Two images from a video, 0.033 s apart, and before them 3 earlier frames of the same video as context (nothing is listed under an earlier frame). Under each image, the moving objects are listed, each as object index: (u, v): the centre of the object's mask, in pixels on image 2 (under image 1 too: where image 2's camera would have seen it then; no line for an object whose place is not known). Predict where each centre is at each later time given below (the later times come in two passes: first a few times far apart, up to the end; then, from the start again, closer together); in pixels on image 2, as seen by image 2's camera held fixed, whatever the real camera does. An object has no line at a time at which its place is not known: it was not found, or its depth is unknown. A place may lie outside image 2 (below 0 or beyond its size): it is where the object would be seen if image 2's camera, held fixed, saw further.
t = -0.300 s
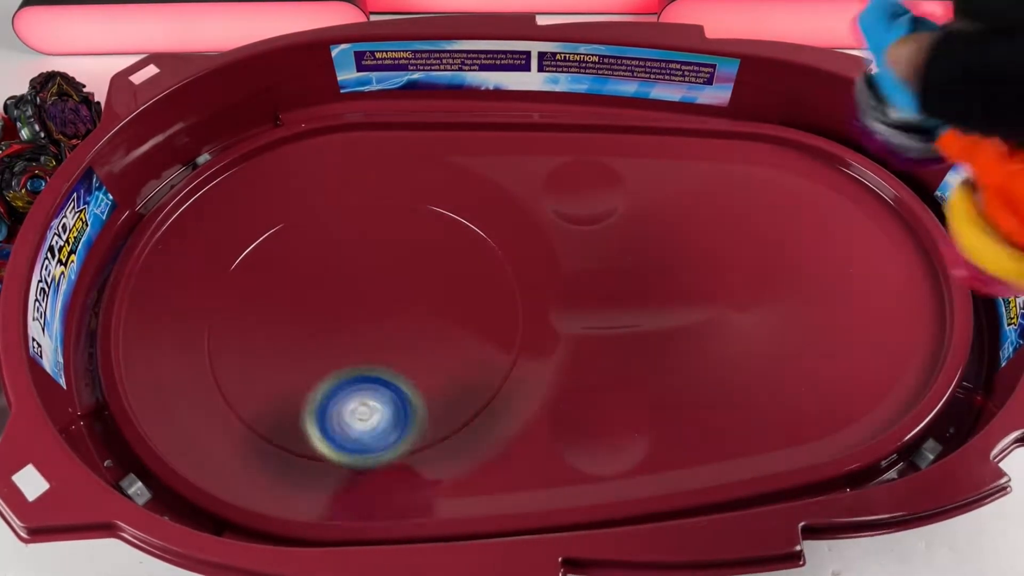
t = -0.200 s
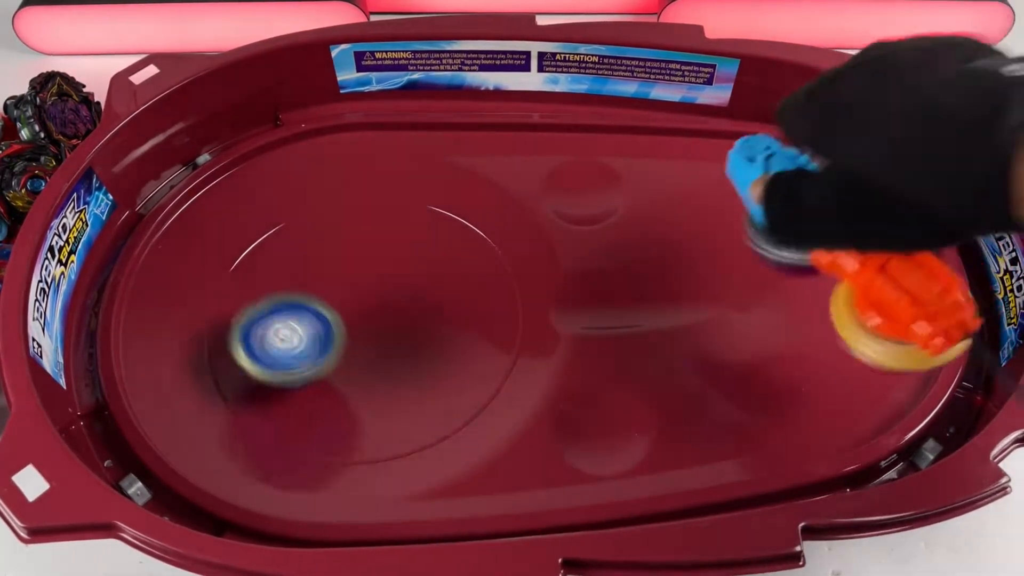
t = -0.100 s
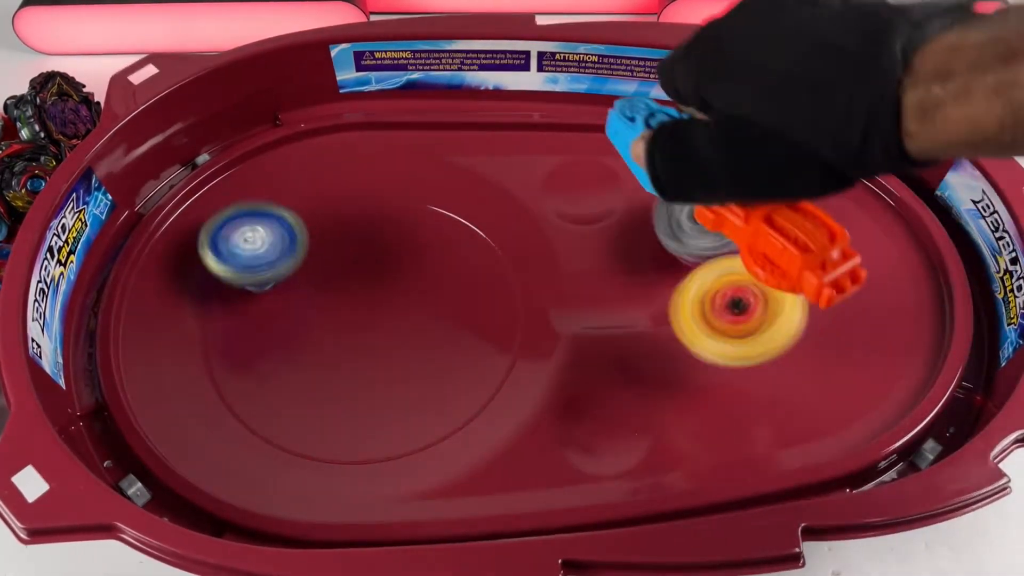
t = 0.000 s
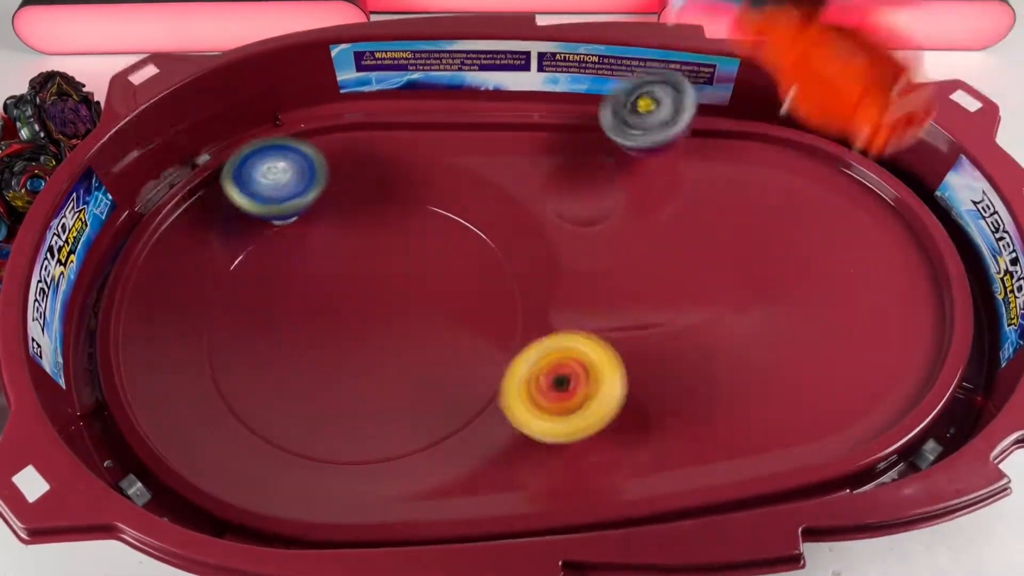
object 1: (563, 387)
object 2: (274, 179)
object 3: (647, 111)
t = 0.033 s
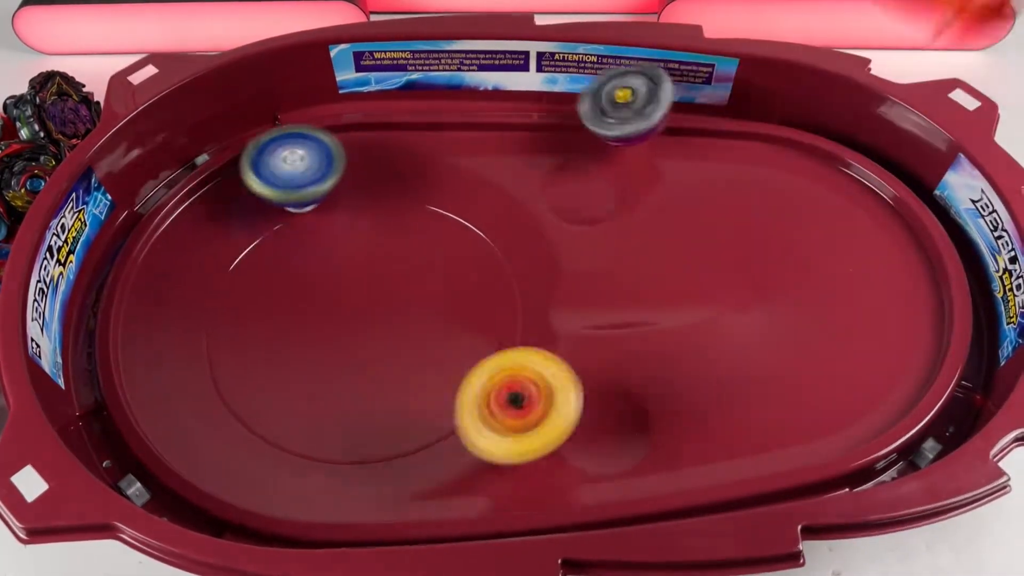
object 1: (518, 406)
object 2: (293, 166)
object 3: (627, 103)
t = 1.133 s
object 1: (902, 232)
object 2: (316, 322)
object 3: (671, 442)
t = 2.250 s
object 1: (301, 320)
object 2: (344, 233)
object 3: (409, 303)
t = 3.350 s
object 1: (326, 403)
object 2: (325, 287)
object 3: (460, 245)
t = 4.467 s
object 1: (422, 239)
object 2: (367, 339)
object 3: (232, 394)
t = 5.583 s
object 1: (863, 303)
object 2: (385, 308)
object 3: (406, 215)
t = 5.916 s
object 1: (782, 413)
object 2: (356, 371)
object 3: (295, 299)
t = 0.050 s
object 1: (494, 420)
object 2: (303, 163)
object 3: (615, 103)
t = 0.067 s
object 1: (470, 435)
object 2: (313, 163)
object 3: (602, 105)
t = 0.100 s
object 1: (421, 468)
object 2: (336, 163)
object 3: (576, 117)
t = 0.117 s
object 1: (397, 462)
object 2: (349, 166)
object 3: (562, 125)
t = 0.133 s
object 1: (374, 456)
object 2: (362, 170)
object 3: (548, 135)
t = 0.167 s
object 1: (332, 441)
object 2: (388, 182)
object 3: (521, 153)
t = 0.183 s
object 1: (311, 428)
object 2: (402, 190)
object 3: (508, 161)
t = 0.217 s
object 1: (275, 401)
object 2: (396, 224)
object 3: (517, 165)
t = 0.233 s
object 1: (259, 383)
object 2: (385, 247)
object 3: (531, 164)
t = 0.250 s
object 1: (244, 366)
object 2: (372, 271)
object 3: (545, 165)
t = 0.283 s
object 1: (222, 328)
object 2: (346, 318)
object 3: (575, 166)
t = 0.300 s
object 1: (214, 309)
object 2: (331, 340)
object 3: (588, 165)
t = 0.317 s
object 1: (207, 290)
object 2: (317, 360)
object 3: (601, 164)
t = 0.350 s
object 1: (205, 254)
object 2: (288, 398)
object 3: (620, 163)
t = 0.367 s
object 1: (205, 238)
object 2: (273, 416)
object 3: (627, 164)
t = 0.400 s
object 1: (213, 209)
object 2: (245, 445)
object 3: (642, 168)
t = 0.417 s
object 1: (218, 197)
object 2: (232, 459)
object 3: (649, 170)
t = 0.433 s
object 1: (225, 185)
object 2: (229, 458)
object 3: (655, 173)
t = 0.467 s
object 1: (242, 169)
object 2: (234, 444)
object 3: (665, 182)
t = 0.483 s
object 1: (253, 165)
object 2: (239, 440)
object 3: (669, 187)
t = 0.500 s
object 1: (265, 162)
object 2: (244, 439)
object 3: (673, 193)
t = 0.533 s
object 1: (291, 162)
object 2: (259, 435)
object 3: (681, 205)
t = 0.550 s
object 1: (304, 166)
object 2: (267, 425)
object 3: (684, 212)
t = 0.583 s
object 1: (332, 176)
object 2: (287, 403)
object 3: (689, 229)
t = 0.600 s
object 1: (346, 183)
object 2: (296, 391)
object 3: (691, 238)
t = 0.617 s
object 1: (360, 191)
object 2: (306, 378)
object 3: (693, 248)
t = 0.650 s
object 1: (386, 212)
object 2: (327, 349)
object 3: (697, 269)
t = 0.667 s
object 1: (397, 224)
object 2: (338, 334)
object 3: (699, 279)
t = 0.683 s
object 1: (409, 236)
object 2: (347, 318)
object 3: (701, 288)
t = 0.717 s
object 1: (463, 226)
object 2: (333, 314)
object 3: (704, 305)
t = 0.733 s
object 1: (488, 218)
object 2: (324, 317)
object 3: (706, 314)
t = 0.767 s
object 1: (537, 201)
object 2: (305, 320)
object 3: (710, 332)
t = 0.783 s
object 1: (559, 194)
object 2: (297, 322)
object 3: (712, 340)
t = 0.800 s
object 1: (581, 192)
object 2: (290, 324)
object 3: (714, 347)
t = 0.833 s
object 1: (625, 193)
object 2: (277, 328)
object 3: (718, 362)
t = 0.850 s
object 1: (645, 191)
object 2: (271, 329)
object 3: (719, 370)
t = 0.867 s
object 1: (667, 190)
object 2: (266, 330)
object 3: (720, 375)
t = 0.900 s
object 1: (707, 192)
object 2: (260, 331)
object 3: (721, 391)
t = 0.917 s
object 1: (728, 193)
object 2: (258, 331)
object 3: (722, 397)
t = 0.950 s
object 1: (766, 197)
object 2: (258, 330)
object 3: (720, 412)
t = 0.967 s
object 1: (784, 198)
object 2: (260, 329)
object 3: (718, 419)
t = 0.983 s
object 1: (801, 201)
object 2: (263, 329)
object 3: (715, 426)
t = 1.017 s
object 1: (835, 204)
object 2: (272, 328)
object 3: (709, 433)
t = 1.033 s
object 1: (852, 205)
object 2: (277, 327)
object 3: (706, 436)
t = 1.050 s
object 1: (868, 207)
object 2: (283, 327)
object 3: (701, 437)
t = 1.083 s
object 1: (900, 211)
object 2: (295, 325)
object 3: (690, 440)
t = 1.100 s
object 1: (906, 217)
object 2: (301, 325)
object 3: (683, 442)
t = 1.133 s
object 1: (902, 232)
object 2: (316, 322)
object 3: (671, 442)
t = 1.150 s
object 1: (899, 241)
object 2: (324, 321)
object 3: (663, 440)
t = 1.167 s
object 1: (896, 249)
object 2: (333, 320)
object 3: (654, 437)
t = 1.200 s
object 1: (889, 265)
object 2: (351, 318)
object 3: (637, 429)
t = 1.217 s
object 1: (885, 274)
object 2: (360, 318)
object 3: (627, 427)
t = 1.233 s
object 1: (881, 282)
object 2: (369, 317)
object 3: (617, 421)
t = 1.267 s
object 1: (869, 300)
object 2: (386, 315)
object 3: (596, 408)
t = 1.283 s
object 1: (863, 308)
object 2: (393, 314)
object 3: (587, 400)
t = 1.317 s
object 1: (849, 324)
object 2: (407, 313)
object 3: (573, 386)
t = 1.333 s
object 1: (841, 333)
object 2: (413, 312)
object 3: (566, 379)
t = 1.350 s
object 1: (832, 341)
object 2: (419, 312)
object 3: (560, 374)
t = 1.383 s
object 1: (814, 356)
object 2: (429, 312)
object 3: (549, 367)
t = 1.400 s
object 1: (803, 364)
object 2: (432, 311)
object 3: (543, 364)
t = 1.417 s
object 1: (792, 371)
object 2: (436, 312)
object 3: (536, 361)
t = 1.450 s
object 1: (770, 384)
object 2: (435, 312)
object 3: (518, 354)
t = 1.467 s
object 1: (758, 391)
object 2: (430, 309)
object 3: (514, 355)
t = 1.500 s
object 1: (734, 403)
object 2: (416, 303)
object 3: (504, 354)
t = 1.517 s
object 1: (721, 409)
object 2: (407, 300)
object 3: (496, 353)
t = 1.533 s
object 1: (708, 415)
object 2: (399, 297)
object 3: (489, 352)
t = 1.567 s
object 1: (682, 429)
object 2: (381, 292)
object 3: (471, 348)
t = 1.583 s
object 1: (669, 433)
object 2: (373, 290)
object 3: (460, 346)
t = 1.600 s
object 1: (654, 434)
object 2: (364, 287)
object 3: (448, 343)
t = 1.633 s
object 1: (623, 436)
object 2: (346, 284)
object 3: (424, 336)
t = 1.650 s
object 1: (607, 436)
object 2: (335, 280)
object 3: (413, 333)
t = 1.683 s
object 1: (573, 430)
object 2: (307, 266)
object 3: (399, 333)
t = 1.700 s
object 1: (556, 424)
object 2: (294, 259)
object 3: (393, 333)
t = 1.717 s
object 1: (542, 415)
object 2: (282, 252)
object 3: (386, 332)
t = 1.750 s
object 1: (515, 405)
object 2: (263, 240)
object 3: (375, 331)
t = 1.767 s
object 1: (501, 399)
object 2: (255, 234)
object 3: (370, 329)
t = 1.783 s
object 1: (488, 395)
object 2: (248, 230)
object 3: (364, 328)
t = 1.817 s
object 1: (459, 389)
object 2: (239, 224)
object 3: (356, 326)
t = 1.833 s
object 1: (443, 383)
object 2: (237, 222)
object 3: (352, 325)
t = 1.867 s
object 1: (412, 374)
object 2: (239, 221)
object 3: (340, 317)
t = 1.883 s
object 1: (402, 377)
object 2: (241, 223)
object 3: (331, 301)
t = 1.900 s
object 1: (394, 383)
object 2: (246, 224)
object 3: (320, 284)
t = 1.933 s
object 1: (378, 396)
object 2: (229, 203)
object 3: (331, 276)
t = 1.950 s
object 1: (369, 400)
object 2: (222, 192)
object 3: (339, 278)
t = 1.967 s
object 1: (361, 402)
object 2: (216, 183)
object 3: (347, 278)
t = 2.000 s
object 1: (344, 403)
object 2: (209, 168)
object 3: (362, 280)
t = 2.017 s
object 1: (336, 402)
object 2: (208, 162)
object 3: (369, 280)
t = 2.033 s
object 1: (329, 400)
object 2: (208, 157)
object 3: (375, 283)
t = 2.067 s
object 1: (316, 394)
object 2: (216, 156)
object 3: (386, 285)
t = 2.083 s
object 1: (311, 389)
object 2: (222, 158)
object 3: (391, 287)
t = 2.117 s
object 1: (304, 378)
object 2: (239, 165)
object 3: (397, 290)
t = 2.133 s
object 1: (301, 372)
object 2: (249, 170)
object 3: (400, 292)
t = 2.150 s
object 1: (300, 366)
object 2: (260, 176)
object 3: (402, 294)
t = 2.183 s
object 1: (299, 351)
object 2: (286, 193)
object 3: (404, 297)
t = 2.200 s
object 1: (301, 343)
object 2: (300, 203)
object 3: (403, 299)
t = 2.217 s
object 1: (303, 336)
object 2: (314, 213)
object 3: (402, 300)
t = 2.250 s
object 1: (301, 320)
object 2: (344, 233)
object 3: (409, 303)
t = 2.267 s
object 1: (289, 326)
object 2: (355, 227)
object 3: (424, 308)
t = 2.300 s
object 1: (267, 340)
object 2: (377, 209)
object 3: (454, 317)
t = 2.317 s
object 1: (258, 347)
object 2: (388, 202)
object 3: (468, 322)
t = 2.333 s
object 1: (250, 353)
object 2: (399, 197)
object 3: (482, 326)
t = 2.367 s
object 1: (238, 365)
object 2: (418, 187)
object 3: (501, 333)
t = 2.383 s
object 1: (234, 371)
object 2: (427, 185)
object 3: (510, 336)
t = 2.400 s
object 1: (232, 376)
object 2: (435, 183)
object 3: (516, 338)
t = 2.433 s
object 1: (234, 384)
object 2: (450, 182)
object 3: (523, 343)
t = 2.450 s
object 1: (238, 389)
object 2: (455, 184)
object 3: (524, 345)
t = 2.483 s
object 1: (253, 392)
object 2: (464, 191)
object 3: (522, 348)
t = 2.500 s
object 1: (263, 392)
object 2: (467, 196)
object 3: (518, 352)
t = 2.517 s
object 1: (273, 392)
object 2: (468, 203)
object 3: (514, 352)
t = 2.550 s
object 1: (297, 390)
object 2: (470, 217)
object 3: (500, 354)
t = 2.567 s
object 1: (310, 387)
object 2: (467, 226)
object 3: (491, 354)
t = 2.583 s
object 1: (325, 384)
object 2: (464, 234)
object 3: (482, 354)
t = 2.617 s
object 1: (355, 374)
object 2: (456, 255)
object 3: (461, 353)
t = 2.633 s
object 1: (354, 367)
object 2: (448, 264)
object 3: (464, 355)
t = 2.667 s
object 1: (342, 354)
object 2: (430, 267)
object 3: (481, 367)
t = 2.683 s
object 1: (336, 345)
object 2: (420, 267)
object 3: (490, 372)
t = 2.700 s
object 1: (331, 336)
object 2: (411, 268)
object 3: (497, 380)
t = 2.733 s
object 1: (300, 335)
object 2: (404, 253)
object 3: (507, 391)
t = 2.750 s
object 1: (282, 337)
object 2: (403, 244)
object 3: (512, 396)
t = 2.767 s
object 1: (265, 337)
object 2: (402, 235)
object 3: (514, 404)
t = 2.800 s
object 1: (234, 338)
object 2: (397, 219)
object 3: (517, 415)
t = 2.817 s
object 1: (222, 339)
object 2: (395, 212)
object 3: (516, 420)
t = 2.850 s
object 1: (199, 338)
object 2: (388, 201)
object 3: (515, 429)
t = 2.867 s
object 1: (193, 338)
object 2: (386, 198)
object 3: (514, 432)
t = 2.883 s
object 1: (187, 339)
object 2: (382, 196)
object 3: (513, 437)
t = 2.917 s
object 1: (182, 339)
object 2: (375, 193)
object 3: (511, 445)
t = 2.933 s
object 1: (183, 338)
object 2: (370, 194)
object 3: (510, 449)
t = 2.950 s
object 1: (185, 339)
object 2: (366, 195)
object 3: (509, 453)
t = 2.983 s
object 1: (197, 340)
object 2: (358, 202)
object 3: (505, 443)
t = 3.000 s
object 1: (205, 341)
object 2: (354, 206)
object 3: (503, 435)
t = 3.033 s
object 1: (228, 342)
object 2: (346, 219)
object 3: (497, 416)
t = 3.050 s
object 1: (241, 342)
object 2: (342, 226)
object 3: (493, 407)
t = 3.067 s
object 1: (257, 342)
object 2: (339, 233)
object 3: (489, 400)
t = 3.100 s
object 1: (289, 342)
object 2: (331, 249)
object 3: (476, 384)
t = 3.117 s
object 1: (307, 344)
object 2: (328, 254)
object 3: (467, 375)
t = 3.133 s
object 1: (323, 352)
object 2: (327, 255)
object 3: (458, 366)
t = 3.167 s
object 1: (343, 368)
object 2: (323, 256)
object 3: (451, 346)
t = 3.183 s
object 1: (338, 375)
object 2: (323, 256)
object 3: (458, 333)
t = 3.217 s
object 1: (331, 387)
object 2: (322, 257)
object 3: (473, 308)
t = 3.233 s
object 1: (327, 392)
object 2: (322, 261)
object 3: (476, 297)
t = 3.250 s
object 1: (325, 397)
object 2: (321, 263)
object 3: (479, 287)
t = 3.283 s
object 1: (322, 402)
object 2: (322, 270)
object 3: (478, 269)
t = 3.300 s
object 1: (322, 403)
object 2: (322, 273)
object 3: (476, 261)
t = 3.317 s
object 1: (323, 404)
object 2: (324, 278)
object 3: (472, 254)
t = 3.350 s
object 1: (326, 403)
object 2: (325, 287)
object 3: (460, 245)
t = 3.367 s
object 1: (329, 401)
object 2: (327, 293)
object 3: (452, 241)
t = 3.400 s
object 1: (336, 394)
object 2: (330, 299)
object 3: (434, 236)
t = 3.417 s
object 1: (341, 391)
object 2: (330, 301)
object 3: (425, 235)
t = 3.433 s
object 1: (346, 397)
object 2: (331, 297)
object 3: (413, 235)
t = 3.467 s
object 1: (356, 410)
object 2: (328, 291)
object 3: (399, 229)
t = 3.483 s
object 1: (363, 415)
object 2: (322, 291)
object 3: (393, 222)
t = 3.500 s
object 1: (369, 418)
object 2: (316, 292)
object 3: (386, 219)
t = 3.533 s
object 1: (381, 421)
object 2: (305, 292)
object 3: (375, 211)
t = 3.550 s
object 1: (388, 422)
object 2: (301, 294)
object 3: (368, 210)
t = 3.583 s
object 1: (399, 418)
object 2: (292, 297)
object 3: (356, 210)
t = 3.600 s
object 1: (404, 415)
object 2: (288, 297)
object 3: (349, 212)
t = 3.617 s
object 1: (409, 411)
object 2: (286, 300)
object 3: (342, 213)
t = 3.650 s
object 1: (416, 400)
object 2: (281, 304)
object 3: (329, 220)
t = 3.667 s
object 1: (418, 393)
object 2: (280, 306)
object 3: (323, 224)
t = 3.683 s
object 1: (420, 386)
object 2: (279, 308)
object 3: (317, 229)
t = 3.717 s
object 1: (421, 370)
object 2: (281, 316)
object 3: (306, 239)
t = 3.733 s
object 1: (421, 362)
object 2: (285, 321)
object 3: (299, 242)
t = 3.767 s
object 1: (417, 344)
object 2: (293, 333)
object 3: (290, 248)
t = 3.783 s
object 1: (414, 334)
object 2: (295, 340)
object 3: (286, 254)
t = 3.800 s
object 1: (412, 325)
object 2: (300, 344)
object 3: (283, 258)
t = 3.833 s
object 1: (405, 306)
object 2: (309, 355)
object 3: (279, 267)
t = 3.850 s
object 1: (401, 298)
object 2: (314, 362)
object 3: (279, 272)
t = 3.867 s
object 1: (395, 290)
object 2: (319, 364)
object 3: (278, 276)
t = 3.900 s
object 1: (385, 277)
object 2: (330, 372)
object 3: (280, 287)
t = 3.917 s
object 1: (384, 269)
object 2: (337, 375)
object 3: (277, 293)
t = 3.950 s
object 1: (393, 260)
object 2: (350, 379)
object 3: (257, 302)
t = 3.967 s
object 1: (397, 256)
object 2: (354, 379)
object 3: (248, 304)
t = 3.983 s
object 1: (399, 254)
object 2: (361, 379)
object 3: (242, 308)
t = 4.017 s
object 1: (401, 250)
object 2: (372, 377)
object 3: (233, 316)
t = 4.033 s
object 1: (401, 251)
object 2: (377, 376)
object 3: (231, 319)
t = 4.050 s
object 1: (400, 252)
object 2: (383, 373)
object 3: (231, 322)
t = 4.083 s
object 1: (394, 257)
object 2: (390, 367)
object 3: (233, 326)
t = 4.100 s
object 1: (391, 261)
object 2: (394, 364)
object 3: (236, 329)
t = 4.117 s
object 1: (386, 265)
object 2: (397, 359)
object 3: (240, 331)
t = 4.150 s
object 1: (373, 272)
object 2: (402, 354)
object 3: (251, 333)
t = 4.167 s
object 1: (366, 273)
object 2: (405, 354)
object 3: (258, 334)
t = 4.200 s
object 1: (352, 274)
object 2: (409, 359)
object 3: (272, 336)
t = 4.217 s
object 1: (356, 269)
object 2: (410, 358)
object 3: (266, 340)
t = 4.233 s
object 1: (367, 263)
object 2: (410, 359)
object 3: (255, 350)
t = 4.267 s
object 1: (386, 249)
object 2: (410, 360)
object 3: (231, 364)
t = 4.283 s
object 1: (395, 243)
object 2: (408, 360)
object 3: (224, 370)
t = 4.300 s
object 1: (403, 239)
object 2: (406, 359)
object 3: (213, 375)
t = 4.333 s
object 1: (415, 234)
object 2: (401, 358)
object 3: (203, 384)
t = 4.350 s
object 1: (419, 232)
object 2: (397, 356)
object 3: (201, 389)
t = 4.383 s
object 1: (425, 230)
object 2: (389, 353)
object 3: (201, 394)
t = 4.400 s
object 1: (427, 231)
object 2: (386, 351)
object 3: (204, 395)
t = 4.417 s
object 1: (427, 232)
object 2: (381, 348)
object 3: (210, 395)
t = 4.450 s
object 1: (424, 237)
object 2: (371, 342)
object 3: (224, 395)
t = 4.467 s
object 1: (422, 239)
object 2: (367, 339)
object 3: (232, 394)
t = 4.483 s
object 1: (420, 243)
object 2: (361, 336)
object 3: (242, 392)
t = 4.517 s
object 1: (411, 250)
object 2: (353, 329)
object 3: (263, 387)
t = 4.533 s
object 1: (407, 253)
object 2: (349, 325)
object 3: (274, 384)
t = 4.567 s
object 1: (410, 245)
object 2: (342, 314)
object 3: (273, 392)
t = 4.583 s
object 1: (417, 237)
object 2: (343, 308)
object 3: (267, 398)
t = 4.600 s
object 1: (425, 231)
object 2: (342, 302)
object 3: (266, 407)
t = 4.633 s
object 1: (432, 217)
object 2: (343, 293)
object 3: (259, 417)
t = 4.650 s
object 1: (436, 212)
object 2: (343, 288)
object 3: (257, 423)
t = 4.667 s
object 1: (440, 209)
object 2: (345, 284)
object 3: (259, 425)
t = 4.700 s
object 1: (441, 202)
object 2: (349, 277)
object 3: (263, 429)
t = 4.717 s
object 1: (441, 203)
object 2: (351, 276)
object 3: (267, 428)
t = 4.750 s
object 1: (439, 204)
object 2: (357, 272)
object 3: (277, 425)
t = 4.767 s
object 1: (436, 206)
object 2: (361, 271)
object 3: (283, 422)
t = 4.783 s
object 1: (436, 208)
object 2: (364, 272)
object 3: (289, 418)
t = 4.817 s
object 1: (436, 210)
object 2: (364, 280)
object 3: (303, 409)
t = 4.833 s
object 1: (435, 210)
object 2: (364, 286)
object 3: (310, 403)
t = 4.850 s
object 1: (434, 213)
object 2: (364, 290)
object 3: (317, 397)
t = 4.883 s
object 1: (430, 221)
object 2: (366, 301)
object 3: (331, 384)
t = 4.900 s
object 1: (428, 226)
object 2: (366, 303)
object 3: (336, 381)
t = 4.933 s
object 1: (459, 203)
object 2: (341, 299)
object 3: (325, 416)
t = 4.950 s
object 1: (477, 191)
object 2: (330, 295)
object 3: (318, 431)
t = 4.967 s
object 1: (492, 177)
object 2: (313, 294)
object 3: (314, 445)
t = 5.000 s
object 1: (521, 159)
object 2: (288, 288)
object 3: (306, 469)
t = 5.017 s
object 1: (536, 154)
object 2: (276, 285)
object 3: (301, 476)
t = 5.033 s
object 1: (551, 146)
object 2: (266, 284)
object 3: (299, 470)
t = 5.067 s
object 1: (577, 135)
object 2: (247, 278)
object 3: (304, 459)
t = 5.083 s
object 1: (590, 129)
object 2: (241, 278)
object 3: (310, 458)
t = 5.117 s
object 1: (614, 131)
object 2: (229, 272)
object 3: (319, 458)
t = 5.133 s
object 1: (627, 136)
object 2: (227, 273)
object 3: (324, 448)
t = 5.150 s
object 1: (638, 137)
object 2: (225, 273)
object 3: (327, 441)
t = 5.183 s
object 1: (661, 146)
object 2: (226, 272)
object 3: (337, 417)
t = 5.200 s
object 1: (674, 149)
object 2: (228, 274)
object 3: (343, 407)
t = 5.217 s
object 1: (684, 153)
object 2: (231, 273)
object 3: (348, 391)
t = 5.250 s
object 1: (708, 162)
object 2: (243, 279)
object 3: (357, 369)
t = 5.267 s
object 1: (719, 166)
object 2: (249, 279)
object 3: (360, 355)
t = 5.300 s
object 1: (742, 178)
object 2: (266, 286)
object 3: (369, 326)
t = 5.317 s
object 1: (752, 182)
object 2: (275, 288)
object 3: (373, 311)
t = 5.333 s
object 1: (761, 189)
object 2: (279, 287)
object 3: (382, 299)
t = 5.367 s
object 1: (782, 201)
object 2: (294, 290)
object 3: (396, 274)
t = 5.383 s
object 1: (791, 208)
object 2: (300, 291)
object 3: (400, 262)
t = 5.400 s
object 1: (801, 217)
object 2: (307, 293)
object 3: (405, 249)
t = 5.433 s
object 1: (817, 231)
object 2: (322, 295)
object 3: (413, 229)
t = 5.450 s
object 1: (825, 239)
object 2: (330, 297)
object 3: (414, 227)
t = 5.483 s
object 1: (838, 254)
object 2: (346, 300)
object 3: (416, 215)
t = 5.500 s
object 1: (845, 264)
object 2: (353, 300)
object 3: (417, 210)
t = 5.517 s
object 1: (850, 270)
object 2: (360, 303)
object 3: (415, 210)
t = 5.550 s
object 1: (859, 288)
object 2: (374, 304)
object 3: (413, 210)
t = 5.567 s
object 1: (862, 295)
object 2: (379, 308)
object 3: (410, 211)
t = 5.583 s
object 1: (863, 303)
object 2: (385, 308)
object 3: (406, 215)
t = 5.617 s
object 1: (868, 318)
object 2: (392, 311)
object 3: (399, 222)
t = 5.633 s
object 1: (867, 327)
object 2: (395, 312)
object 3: (394, 228)
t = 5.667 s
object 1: (866, 340)
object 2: (396, 315)
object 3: (384, 238)
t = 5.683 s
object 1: (865, 349)
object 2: (396, 318)
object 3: (377, 245)
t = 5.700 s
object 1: (864, 355)
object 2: (398, 321)
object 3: (370, 250)
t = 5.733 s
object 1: (857, 368)
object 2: (398, 327)
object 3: (355, 259)
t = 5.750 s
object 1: (853, 373)
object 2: (398, 333)
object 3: (348, 263)
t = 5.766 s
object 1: (848, 379)
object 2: (397, 337)
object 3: (340, 267)
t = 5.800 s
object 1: (837, 388)
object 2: (391, 347)
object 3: (326, 275)
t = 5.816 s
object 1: (830, 395)
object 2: (388, 351)
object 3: (320, 280)
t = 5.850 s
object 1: (815, 402)
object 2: (379, 359)
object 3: (308, 288)
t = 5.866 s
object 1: (809, 407)
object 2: (373, 362)
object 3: (304, 290)
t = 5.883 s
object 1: (800, 411)
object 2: (368, 366)
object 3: (301, 294)
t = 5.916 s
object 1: (782, 413)
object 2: (356, 371)
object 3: (295, 299)
